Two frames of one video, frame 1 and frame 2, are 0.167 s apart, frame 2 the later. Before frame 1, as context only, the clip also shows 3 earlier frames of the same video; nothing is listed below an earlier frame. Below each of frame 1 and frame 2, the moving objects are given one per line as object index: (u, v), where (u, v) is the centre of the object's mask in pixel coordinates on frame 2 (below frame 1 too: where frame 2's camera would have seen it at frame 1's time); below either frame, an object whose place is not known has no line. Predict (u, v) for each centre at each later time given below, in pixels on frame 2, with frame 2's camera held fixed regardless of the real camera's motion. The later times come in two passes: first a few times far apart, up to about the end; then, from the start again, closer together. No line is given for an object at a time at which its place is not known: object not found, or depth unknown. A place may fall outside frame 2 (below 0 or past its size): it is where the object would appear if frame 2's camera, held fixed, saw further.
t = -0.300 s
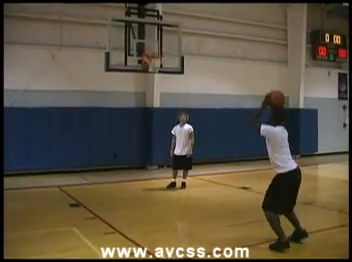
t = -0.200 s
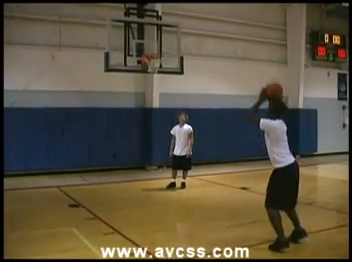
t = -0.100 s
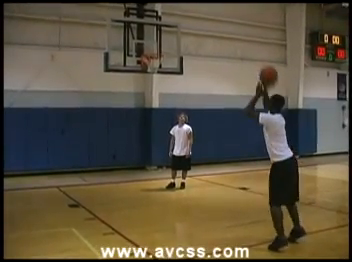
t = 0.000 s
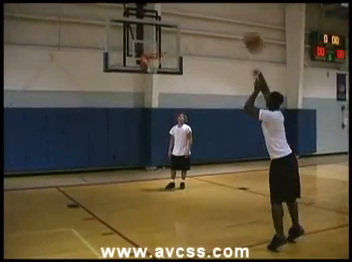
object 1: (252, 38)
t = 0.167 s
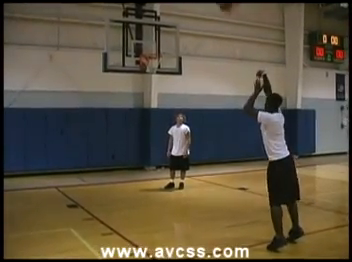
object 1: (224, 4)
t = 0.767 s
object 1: (165, 13)
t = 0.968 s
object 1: (152, 50)
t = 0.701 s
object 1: (171, 6)
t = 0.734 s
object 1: (169, 8)
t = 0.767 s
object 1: (165, 13)
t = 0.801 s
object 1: (164, 18)
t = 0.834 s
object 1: (163, 26)
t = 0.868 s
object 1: (162, 32)
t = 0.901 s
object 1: (155, 39)
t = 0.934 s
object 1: (154, 46)
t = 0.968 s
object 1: (152, 50)
